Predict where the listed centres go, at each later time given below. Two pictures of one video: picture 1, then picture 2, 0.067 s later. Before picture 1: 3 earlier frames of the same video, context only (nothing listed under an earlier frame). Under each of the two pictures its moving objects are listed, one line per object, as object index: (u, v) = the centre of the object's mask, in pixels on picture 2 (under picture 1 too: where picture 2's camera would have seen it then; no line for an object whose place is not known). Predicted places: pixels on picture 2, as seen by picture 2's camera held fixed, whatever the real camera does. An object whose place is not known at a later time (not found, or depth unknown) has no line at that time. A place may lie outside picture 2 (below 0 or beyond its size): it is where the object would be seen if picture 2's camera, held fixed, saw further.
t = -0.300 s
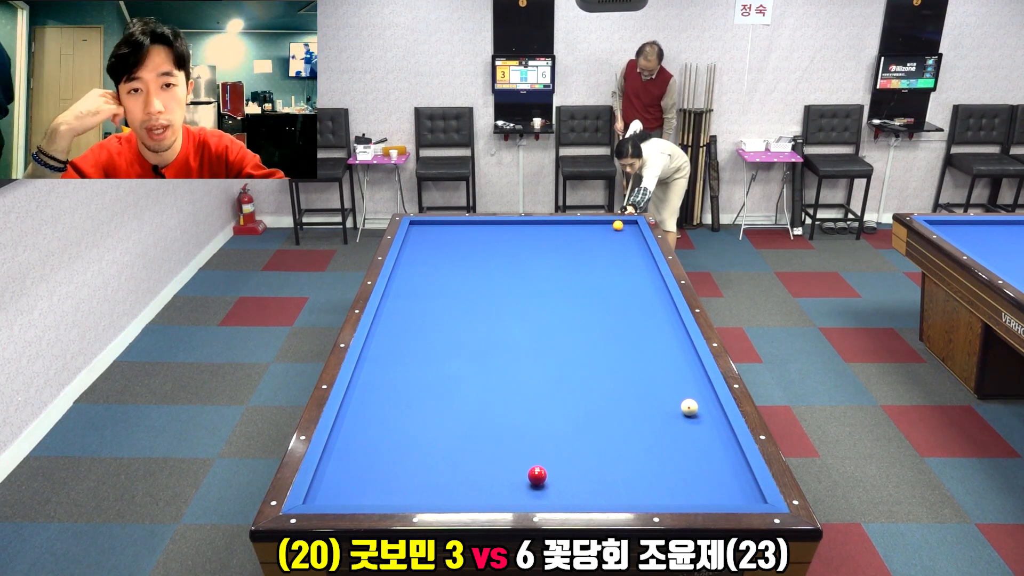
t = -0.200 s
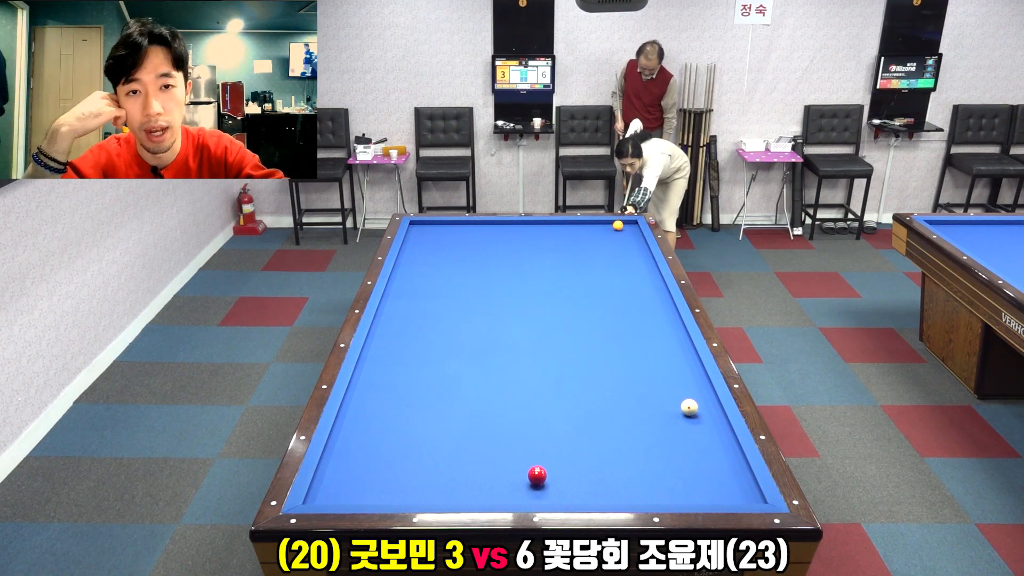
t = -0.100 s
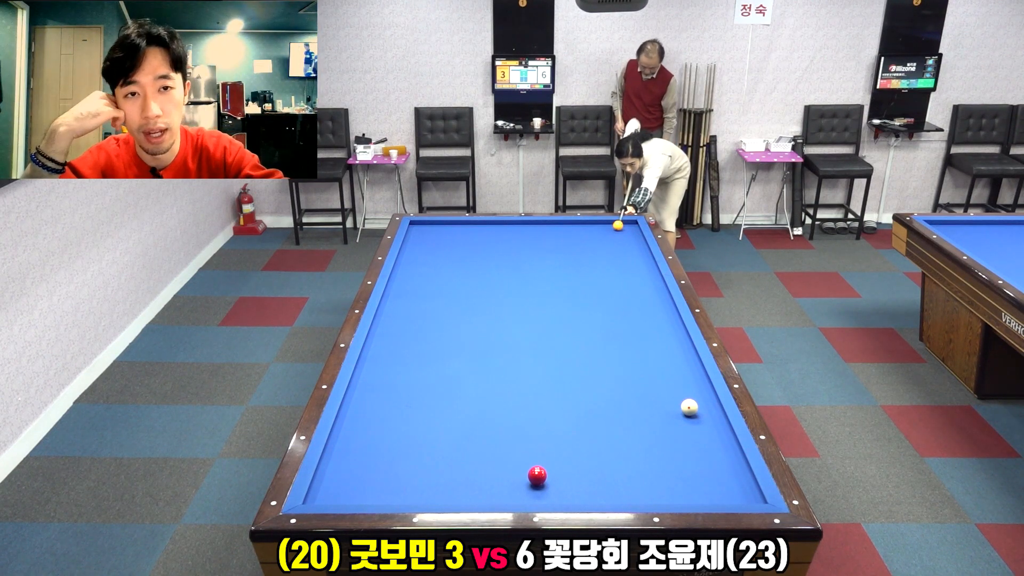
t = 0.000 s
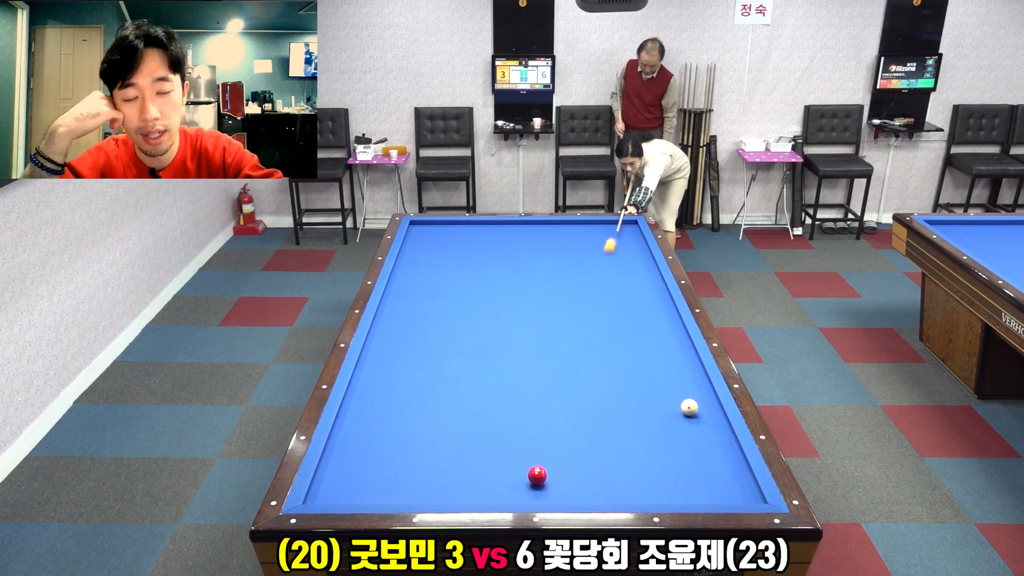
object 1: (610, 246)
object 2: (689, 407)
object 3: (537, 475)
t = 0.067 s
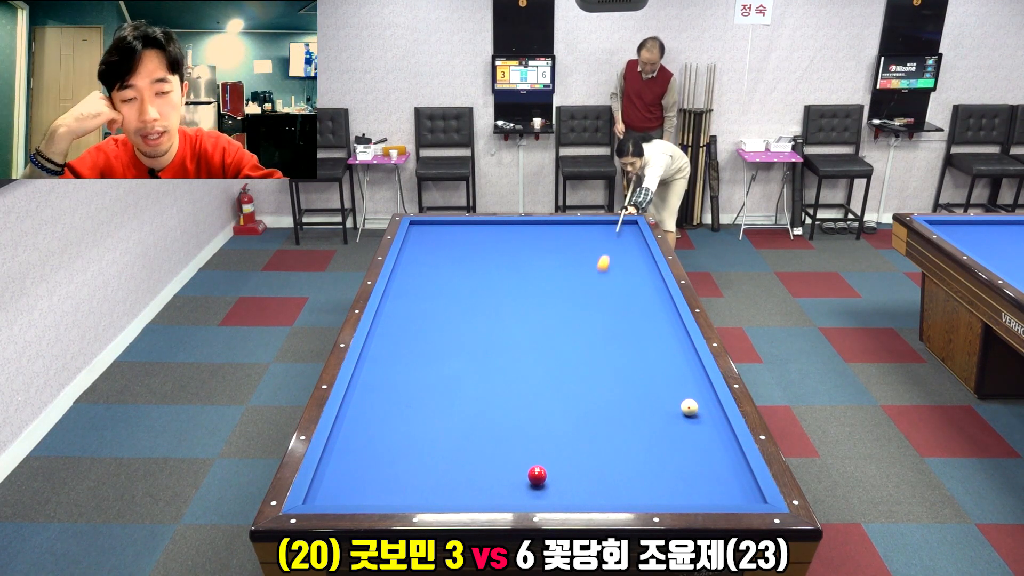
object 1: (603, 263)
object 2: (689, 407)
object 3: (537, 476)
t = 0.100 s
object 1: (600, 272)
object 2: (689, 407)
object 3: (537, 475)
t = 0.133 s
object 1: (596, 282)
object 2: (689, 407)
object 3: (537, 475)
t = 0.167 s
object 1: (593, 293)
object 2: (689, 407)
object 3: (537, 475)
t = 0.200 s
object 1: (589, 304)
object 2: (689, 407)
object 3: (537, 475)
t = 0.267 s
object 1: (580, 329)
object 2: (689, 407)
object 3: (537, 475)
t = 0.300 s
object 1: (575, 343)
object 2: (689, 407)
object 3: (537, 476)
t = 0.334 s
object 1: (569, 358)
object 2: (689, 407)
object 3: (537, 476)
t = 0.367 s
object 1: (564, 374)
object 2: (689, 407)
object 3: (537, 475)
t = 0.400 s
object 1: (558, 391)
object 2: (689, 407)
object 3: (537, 475)
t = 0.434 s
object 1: (551, 409)
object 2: (689, 407)
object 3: (537, 475)
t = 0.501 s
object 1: (536, 452)
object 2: (689, 407)
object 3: (537, 475)
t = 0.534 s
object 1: (520, 466)
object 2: (689, 407)
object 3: (543, 485)
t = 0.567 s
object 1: (501, 471)
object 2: (689, 407)
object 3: (552, 492)
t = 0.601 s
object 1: (481, 476)
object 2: (689, 407)
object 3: (556, 477)
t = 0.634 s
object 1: (462, 481)
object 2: (689, 407)
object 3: (559, 463)
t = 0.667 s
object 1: (442, 487)
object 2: (689, 407)
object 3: (562, 449)
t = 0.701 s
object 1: (422, 493)
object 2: (689, 407)
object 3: (564, 436)
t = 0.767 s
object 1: (389, 493)
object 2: (689, 407)
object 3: (569, 414)
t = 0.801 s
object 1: (376, 487)
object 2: (689, 407)
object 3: (571, 405)
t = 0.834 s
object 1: (363, 483)
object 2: (689, 407)
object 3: (573, 396)
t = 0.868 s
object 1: (351, 478)
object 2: (689, 407)
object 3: (574, 387)
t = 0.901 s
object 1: (339, 474)
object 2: (689, 407)
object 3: (576, 380)
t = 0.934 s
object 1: (327, 471)
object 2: (689, 407)
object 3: (578, 372)
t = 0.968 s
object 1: (331, 470)
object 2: (689, 407)
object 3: (579, 365)
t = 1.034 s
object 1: (353, 467)
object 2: (689, 407)
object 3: (582, 352)
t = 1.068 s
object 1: (363, 467)
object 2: (689, 407)
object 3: (583, 346)
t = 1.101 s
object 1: (372, 466)
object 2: (689, 407)
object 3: (584, 340)
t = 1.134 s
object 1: (380, 466)
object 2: (689, 407)
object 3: (585, 334)
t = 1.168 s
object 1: (389, 467)
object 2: (689, 407)
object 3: (587, 328)
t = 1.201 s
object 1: (396, 467)
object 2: (689, 407)
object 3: (587, 322)
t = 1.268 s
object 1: (411, 468)
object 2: (689, 407)
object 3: (590, 312)
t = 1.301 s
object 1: (418, 469)
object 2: (689, 407)
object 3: (591, 306)
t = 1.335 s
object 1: (425, 469)
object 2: (689, 407)
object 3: (592, 302)
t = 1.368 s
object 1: (432, 470)
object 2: (689, 407)
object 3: (593, 297)
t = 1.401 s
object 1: (439, 470)
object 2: (689, 407)
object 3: (594, 292)
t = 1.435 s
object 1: (447, 471)
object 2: (689, 407)
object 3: (595, 288)
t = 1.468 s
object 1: (454, 471)
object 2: (689, 407)
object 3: (595, 283)
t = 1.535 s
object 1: (469, 472)
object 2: (689, 407)
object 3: (597, 275)
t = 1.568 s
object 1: (476, 473)
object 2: (689, 407)
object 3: (598, 271)
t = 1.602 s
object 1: (483, 473)
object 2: (689, 407)
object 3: (599, 267)
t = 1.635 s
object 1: (490, 474)
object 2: (689, 407)
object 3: (600, 263)
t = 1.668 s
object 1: (498, 475)
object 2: (689, 407)
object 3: (600, 259)
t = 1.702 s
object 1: (505, 475)
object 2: (689, 407)
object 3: (601, 255)
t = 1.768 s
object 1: (519, 476)
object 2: (689, 407)
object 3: (603, 248)
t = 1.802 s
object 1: (527, 477)
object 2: (689, 407)
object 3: (604, 245)
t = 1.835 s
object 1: (534, 477)
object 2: (689, 407)
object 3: (604, 241)
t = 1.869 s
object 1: (541, 478)
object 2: (689, 407)
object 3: (605, 238)
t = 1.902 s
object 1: (548, 479)
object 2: (689, 407)
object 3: (606, 235)
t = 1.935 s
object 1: (556, 479)
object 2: (689, 407)
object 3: (606, 232)
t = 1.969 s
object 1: (563, 480)
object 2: (689, 407)
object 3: (607, 229)
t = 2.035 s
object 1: (577, 481)
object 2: (689, 407)
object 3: (608, 223)
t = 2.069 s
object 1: (585, 481)
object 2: (689, 407)
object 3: (609, 222)
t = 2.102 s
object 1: (592, 482)
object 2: (689, 407)
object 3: (610, 224)
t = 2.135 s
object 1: (599, 483)
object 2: (689, 407)
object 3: (611, 227)
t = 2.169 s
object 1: (606, 483)
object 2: (689, 407)
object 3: (612, 229)
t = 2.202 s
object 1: (613, 484)
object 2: (689, 407)
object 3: (613, 231)
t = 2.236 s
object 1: (621, 484)
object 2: (689, 407)
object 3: (614, 234)
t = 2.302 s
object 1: (635, 486)
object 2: (689, 407)
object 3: (617, 237)
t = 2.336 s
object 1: (642, 486)
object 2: (689, 407)
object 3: (618, 239)
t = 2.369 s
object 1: (650, 487)
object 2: (689, 407)
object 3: (619, 241)
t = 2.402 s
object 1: (657, 487)
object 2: (689, 407)
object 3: (620, 243)
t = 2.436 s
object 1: (664, 488)
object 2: (689, 407)
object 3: (621, 245)
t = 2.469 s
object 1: (671, 489)
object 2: (689, 407)
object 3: (622, 247)
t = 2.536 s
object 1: (686, 490)
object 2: (689, 407)
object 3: (624, 251)
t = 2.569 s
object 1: (693, 490)
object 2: (689, 407)
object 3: (626, 253)
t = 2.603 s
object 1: (700, 491)
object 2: (689, 407)
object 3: (627, 255)
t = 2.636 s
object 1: (707, 491)
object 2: (689, 407)
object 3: (628, 257)
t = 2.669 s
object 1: (715, 492)
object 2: (689, 407)
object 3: (629, 259)
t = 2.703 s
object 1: (722, 493)
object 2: (689, 407)
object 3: (631, 261)
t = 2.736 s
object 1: (729, 493)
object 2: (689, 407)
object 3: (632, 263)
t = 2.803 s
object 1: (743, 493)
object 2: (689, 407)
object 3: (634, 267)
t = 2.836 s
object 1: (750, 494)
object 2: (689, 407)
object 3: (636, 269)
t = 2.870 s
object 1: (751, 494)
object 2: (689, 407)
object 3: (637, 271)
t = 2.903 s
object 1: (746, 495)
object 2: (689, 407)
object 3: (638, 273)
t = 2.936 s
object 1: (742, 495)
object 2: (689, 407)
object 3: (639, 276)
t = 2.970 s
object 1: (738, 495)
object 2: (689, 407)
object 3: (641, 278)
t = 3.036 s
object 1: (730, 496)
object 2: (689, 407)
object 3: (644, 283)
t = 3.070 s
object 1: (727, 496)
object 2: (689, 407)
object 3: (645, 285)
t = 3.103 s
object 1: (723, 496)
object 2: (689, 407)
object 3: (647, 287)
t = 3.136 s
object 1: (719, 497)
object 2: (689, 407)
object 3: (648, 290)
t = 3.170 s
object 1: (715, 497)
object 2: (689, 407)
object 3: (649, 292)
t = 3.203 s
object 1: (711, 497)
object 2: (689, 407)
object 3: (651, 295)
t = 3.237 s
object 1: (707, 497)
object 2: (689, 407)
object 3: (652, 297)
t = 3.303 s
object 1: (700, 497)
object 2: (689, 407)
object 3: (656, 302)
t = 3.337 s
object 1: (696, 496)
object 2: (689, 407)
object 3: (657, 305)
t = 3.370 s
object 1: (693, 496)
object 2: (689, 407)
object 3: (658, 307)
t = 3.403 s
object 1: (689, 496)
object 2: (689, 407)
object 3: (660, 310)
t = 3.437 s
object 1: (685, 496)
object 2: (689, 407)
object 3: (662, 313)
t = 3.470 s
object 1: (682, 496)
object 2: (689, 407)
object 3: (663, 315)
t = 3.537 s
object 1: (674, 495)
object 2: (689, 407)
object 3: (667, 321)
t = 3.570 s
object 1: (671, 495)
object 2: (689, 407)
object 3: (668, 324)
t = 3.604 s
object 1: (668, 495)
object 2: (689, 407)
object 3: (670, 327)
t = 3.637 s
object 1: (664, 495)
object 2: (689, 407)
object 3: (672, 330)
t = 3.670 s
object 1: (660, 495)
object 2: (689, 407)
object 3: (673, 333)
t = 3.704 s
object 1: (657, 495)
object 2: (689, 407)
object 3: (675, 336)
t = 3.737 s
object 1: (654, 494)
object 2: (689, 407)
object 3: (677, 338)
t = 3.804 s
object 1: (647, 494)
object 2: (689, 407)
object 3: (680, 345)
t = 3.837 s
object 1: (643, 494)
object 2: (689, 407)
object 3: (682, 348)
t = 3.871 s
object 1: (640, 493)
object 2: (689, 407)
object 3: (684, 351)
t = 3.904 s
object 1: (637, 493)
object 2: (689, 407)
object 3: (686, 354)
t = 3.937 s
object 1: (633, 493)
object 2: (689, 407)
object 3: (688, 358)
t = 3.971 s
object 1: (630, 493)
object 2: (689, 407)
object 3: (690, 361)
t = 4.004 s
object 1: (627, 493)
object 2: (689, 407)
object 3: (692, 365)
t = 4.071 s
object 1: (620, 493)
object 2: (689, 407)
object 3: (696, 372)
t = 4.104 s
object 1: (617, 493)
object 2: (689, 407)
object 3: (698, 375)
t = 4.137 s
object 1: (614, 493)
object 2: (689, 407)
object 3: (700, 379)
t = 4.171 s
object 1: (610, 492)
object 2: (689, 407)
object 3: (703, 383)
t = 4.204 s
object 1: (608, 492)
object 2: (689, 407)
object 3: (705, 387)
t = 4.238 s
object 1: (604, 492)
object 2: (689, 407)
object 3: (707, 390)
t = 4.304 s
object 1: (598, 492)
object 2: (689, 407)
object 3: (710, 398)
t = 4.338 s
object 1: (595, 492)
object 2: (689, 407)
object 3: (712, 402)
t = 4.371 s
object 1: (592, 491)
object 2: (689, 407)
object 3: (713, 406)
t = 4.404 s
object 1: (589, 491)
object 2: (689, 407)
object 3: (715, 410)
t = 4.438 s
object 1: (586, 491)
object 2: (689, 407)
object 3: (716, 414)
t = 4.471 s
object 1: (583, 491)
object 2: (689, 407)
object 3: (717, 418)
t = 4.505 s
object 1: (580, 491)
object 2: (689, 407)
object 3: (719, 422)
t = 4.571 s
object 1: (574, 491)
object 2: (689, 407)
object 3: (722, 431)
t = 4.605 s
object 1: (571, 491)
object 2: (689, 407)
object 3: (723, 435)
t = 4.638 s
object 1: (568, 490)
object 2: (689, 407)
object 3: (725, 439)
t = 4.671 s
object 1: (565, 490)
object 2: (689, 407)
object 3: (726, 444)
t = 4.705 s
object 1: (562, 490)
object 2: (689, 407)
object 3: (728, 449)
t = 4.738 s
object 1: (559, 490)
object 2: (689, 407)
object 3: (729, 453)
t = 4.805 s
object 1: (553, 490)
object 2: (689, 407)
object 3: (733, 463)
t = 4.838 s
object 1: (550, 490)
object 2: (689, 407)
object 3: (734, 468)
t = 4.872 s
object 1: (548, 489)
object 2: (689, 407)
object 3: (736, 473)
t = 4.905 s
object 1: (545, 489)
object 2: (689, 407)
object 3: (738, 478)
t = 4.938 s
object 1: (542, 489)
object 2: (689, 407)
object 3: (740, 483)
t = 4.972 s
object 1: (539, 489)
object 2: (689, 407)
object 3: (742, 489)
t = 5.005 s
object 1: (536, 489)
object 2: (689, 407)
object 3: (743, 493)
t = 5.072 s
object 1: (531, 488)
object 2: (689, 407)
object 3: (744, 495)
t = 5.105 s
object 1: (528, 488)
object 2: (689, 407)
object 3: (742, 493)
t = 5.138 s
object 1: (525, 488)
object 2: (689, 407)
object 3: (740, 490)
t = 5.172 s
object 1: (523, 488)
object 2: (689, 407)
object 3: (739, 487)
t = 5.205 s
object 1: (520, 488)
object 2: (689, 407)
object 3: (737, 484)
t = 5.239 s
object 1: (518, 488)
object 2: (689, 407)
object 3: (735, 481)
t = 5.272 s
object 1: (515, 487)
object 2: (689, 407)
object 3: (734, 478)
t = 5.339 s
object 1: (509, 487)
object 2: (689, 407)
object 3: (731, 473)
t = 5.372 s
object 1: (507, 487)
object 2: (689, 407)
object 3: (729, 469)
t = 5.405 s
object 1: (504, 487)
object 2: (689, 407)
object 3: (727, 467)
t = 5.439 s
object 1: (502, 487)
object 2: (689, 407)
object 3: (726, 464)
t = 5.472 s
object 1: (499, 486)
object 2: (689, 407)
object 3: (724, 461)
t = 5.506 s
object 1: (497, 486)
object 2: (689, 407)
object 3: (723, 459)
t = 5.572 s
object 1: (492, 486)
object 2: (689, 407)
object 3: (720, 454)
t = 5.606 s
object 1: (489, 486)
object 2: (689, 407)
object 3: (719, 451)
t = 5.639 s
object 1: (487, 485)
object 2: (689, 407)
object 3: (717, 449)
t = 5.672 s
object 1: (484, 485)
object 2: (689, 407)
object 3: (716, 446)
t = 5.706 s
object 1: (482, 485)
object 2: (689, 407)
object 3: (714, 444)
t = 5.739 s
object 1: (479, 485)
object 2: (689, 407)
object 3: (713, 442)
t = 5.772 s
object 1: (477, 485)
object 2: (689, 407)
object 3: (712, 439)
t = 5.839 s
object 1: (472, 484)
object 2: (689, 407)
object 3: (709, 435)
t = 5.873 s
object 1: (470, 484)
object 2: (689, 407)
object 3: (708, 432)
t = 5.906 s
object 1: (468, 484)
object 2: (689, 407)
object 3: (707, 430)
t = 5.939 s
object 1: (465, 484)
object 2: (689, 407)
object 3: (706, 428)
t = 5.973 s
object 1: (463, 483)
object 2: (689, 407)
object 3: (704, 426)
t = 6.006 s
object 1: (461, 483)
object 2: (689, 407)
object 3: (703, 423)
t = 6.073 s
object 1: (456, 483)
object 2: (689, 407)
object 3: (701, 419)
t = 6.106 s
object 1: (454, 482)
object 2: (689, 406)
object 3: (700, 417)
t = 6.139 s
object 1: (452, 482)
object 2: (688, 406)
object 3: (699, 416)
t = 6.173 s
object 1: (450, 482)
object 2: (687, 405)
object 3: (699, 416)
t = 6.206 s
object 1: (447, 482)
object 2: (686, 404)
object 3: (700, 415)
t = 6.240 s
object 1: (445, 482)
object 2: (685, 403)
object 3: (700, 414)
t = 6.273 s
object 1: (443, 482)
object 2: (684, 402)
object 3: (701, 414)
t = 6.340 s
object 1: (439, 481)
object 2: (682, 400)
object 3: (702, 413)
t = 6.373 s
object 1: (437, 481)
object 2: (681, 399)
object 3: (702, 412)
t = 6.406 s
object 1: (435, 481)
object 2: (680, 398)
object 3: (703, 412)
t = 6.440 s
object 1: (433, 481)
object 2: (679, 397)
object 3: (703, 411)
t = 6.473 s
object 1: (431, 481)
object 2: (678, 396)
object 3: (703, 411)
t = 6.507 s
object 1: (429, 481)
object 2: (677, 395)
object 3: (704, 411)
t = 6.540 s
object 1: (427, 481)
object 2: (677, 395)
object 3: (704, 410)
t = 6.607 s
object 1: (423, 480)
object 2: (675, 393)
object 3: (705, 409)
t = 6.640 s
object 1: (421, 480)
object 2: (674, 392)
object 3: (705, 409)
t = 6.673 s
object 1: (419, 480)
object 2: (673, 391)
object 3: (706, 408)
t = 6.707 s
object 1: (417, 480)
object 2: (672, 390)
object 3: (706, 408)
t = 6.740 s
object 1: (415, 480)
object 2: (671, 389)
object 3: (707, 408)
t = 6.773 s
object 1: (413, 479)
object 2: (670, 389)
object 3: (707, 407)
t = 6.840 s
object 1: (409, 479)
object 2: (669, 387)
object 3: (708, 407)
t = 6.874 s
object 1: (407, 479)
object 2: (668, 386)
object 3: (708, 407)
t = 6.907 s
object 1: (405, 479)
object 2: (667, 385)
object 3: (709, 406)
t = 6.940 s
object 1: (403, 479)
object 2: (666, 384)
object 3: (709, 406)
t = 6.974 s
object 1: (402, 479)
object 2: (665, 384)
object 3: (709, 405)
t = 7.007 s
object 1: (400, 479)
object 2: (664, 383)
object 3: (710, 405)
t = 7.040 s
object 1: (398, 479)
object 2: (664, 382)
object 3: (710, 405)
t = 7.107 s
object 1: (394, 478)
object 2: (662, 381)
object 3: (711, 404)
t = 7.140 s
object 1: (393, 478)
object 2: (661, 380)
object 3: (711, 404)
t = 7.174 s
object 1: (391, 478)
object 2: (660, 379)
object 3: (711, 403)
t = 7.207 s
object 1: (389, 478)
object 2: (660, 378)
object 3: (711, 403)
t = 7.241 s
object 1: (387, 478)
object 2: (659, 378)
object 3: (712, 403)
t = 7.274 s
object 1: (386, 478)
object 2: (658, 377)
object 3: (712, 402)
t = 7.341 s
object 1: (382, 478)
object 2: (657, 376)
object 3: (711, 402)
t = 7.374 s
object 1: (380, 477)
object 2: (656, 375)
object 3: (711, 401)
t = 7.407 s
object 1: (379, 477)
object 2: (655, 374)
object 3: (711, 401)
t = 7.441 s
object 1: (377, 477)
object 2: (654, 374)
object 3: (710, 401)
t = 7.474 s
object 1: (376, 477)
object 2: (654, 373)
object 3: (710, 401)
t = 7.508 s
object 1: (374, 477)
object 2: (653, 372)
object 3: (710, 401)
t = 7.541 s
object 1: (372, 477)
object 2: (652, 372)
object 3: (710, 401)
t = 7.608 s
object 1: (369, 477)
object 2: (651, 370)
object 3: (709, 400)
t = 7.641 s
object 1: (367, 477)
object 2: (650, 370)
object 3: (709, 400)
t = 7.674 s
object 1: (366, 477)
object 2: (650, 369)
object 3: (709, 400)
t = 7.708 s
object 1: (364, 477)
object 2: (649, 369)
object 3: (708, 400)
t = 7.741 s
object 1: (363, 477)
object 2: (648, 368)
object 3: (708, 400)
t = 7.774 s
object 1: (361, 477)
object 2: (648, 367)
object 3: (708, 400)
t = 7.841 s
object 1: (358, 476)
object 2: (647, 366)
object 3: (707, 399)
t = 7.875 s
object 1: (357, 476)
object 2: (646, 366)
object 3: (707, 399)
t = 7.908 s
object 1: (355, 476)
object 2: (645, 365)
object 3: (707, 399)
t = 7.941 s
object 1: (354, 476)
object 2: (645, 364)
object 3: (707, 399)
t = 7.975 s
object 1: (353, 476)
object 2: (644, 364)
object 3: (707, 399)
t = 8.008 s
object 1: (351, 476)
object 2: (643, 363)
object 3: (707, 399)
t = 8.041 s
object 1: (350, 476)
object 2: (643, 363)
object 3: (706, 399)
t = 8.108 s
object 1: (347, 476)
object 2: (642, 362)
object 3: (706, 399)
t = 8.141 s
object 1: (346, 476)
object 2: (641, 361)
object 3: (706, 399)
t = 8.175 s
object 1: (344, 476)
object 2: (641, 361)
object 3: (706, 399)
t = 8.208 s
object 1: (343, 476)
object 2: (640, 360)
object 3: (706, 399)
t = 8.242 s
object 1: (342, 476)
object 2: (640, 360)
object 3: (706, 399)
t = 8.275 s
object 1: (340, 476)
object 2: (639, 359)
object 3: (706, 399)
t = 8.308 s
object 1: (339, 476)
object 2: (639, 359)
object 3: (706, 399)
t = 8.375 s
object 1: (336, 476)
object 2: (637, 358)
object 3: (706, 399)
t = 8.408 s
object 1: (335, 476)
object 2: (637, 357)
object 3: (706, 399)
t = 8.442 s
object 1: (334, 476)
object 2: (636, 357)
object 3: (706, 399)
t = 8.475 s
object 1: (333, 476)
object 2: (636, 356)
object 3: (706, 399)
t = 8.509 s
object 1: (331, 476)
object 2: (635, 356)
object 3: (705, 399)
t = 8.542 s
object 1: (330, 476)
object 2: (635, 355)
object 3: (705, 398)
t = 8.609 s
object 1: (328, 476)
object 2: (634, 355)
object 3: (705, 398)
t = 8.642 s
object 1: (327, 476)
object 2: (634, 354)
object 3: (705, 399)
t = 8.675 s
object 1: (325, 476)
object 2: (633, 354)
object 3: (705, 399)
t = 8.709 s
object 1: (324, 476)
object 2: (633, 353)
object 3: (705, 399)
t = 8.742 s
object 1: (323, 476)
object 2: (632, 353)
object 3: (705, 399)
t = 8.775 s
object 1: (323, 476)
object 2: (632, 353)
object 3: (705, 398)
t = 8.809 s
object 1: (323, 476)
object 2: (631, 352)
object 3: (705, 399)
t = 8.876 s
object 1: (325, 476)
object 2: (630, 351)
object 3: (705, 399)
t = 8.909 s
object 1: (325, 476)
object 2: (630, 351)
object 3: (705, 398)
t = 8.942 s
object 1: (326, 476)
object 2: (630, 351)
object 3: (705, 399)
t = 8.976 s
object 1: (326, 476)
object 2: (629, 350)
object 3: (705, 399)
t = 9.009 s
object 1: (327, 476)
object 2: (629, 350)
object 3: (705, 399)
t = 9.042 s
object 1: (328, 476)
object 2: (628, 350)
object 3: (705, 399)
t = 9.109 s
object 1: (329, 476)
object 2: (628, 349)
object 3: (705, 399)
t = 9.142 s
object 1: (330, 476)
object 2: (627, 349)
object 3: (705, 399)
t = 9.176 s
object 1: (330, 476)
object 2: (627, 348)
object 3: (705, 399)
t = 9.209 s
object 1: (331, 476)
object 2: (627, 348)
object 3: (705, 399)
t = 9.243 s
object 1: (331, 476)
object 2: (626, 348)
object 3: (705, 399)
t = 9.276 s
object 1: (332, 476)
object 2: (626, 347)
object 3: (705, 399)
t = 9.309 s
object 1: (332, 476)
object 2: (625, 347)
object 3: (705, 399)
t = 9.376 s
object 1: (333, 476)
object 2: (625, 346)
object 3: (705, 399)
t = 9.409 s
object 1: (334, 475)
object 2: (624, 346)
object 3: (705, 399)
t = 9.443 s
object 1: (334, 475)
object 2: (624, 346)
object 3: (705, 399)
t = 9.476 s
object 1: (334, 476)
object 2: (624, 346)
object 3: (705, 399)
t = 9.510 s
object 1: (335, 476)
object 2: (623, 345)
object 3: (705, 399)
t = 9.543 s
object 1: (335, 476)
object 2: (623, 345)
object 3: (705, 399)
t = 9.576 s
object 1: (336, 476)
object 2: (623, 345)
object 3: (705, 399)
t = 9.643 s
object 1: (336, 475)
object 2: (622, 344)
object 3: (705, 399)
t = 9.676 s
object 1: (336, 476)
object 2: (622, 344)
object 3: (705, 399)
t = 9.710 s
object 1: (337, 476)
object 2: (621, 344)
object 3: (705, 399)
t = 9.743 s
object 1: (337, 476)
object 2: (621, 343)
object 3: (705, 399)
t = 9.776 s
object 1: (337, 476)
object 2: (621, 343)
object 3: (705, 399)
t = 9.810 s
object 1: (338, 476)
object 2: (620, 343)
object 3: (705, 399)
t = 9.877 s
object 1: (338, 476)
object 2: (620, 342)
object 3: (705, 399)
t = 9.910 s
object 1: (338, 476)
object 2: (620, 342)
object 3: (705, 399)
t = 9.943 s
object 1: (339, 476)
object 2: (619, 342)
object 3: (705, 399)
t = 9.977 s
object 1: (339, 476)
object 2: (619, 342)
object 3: (705, 399)
